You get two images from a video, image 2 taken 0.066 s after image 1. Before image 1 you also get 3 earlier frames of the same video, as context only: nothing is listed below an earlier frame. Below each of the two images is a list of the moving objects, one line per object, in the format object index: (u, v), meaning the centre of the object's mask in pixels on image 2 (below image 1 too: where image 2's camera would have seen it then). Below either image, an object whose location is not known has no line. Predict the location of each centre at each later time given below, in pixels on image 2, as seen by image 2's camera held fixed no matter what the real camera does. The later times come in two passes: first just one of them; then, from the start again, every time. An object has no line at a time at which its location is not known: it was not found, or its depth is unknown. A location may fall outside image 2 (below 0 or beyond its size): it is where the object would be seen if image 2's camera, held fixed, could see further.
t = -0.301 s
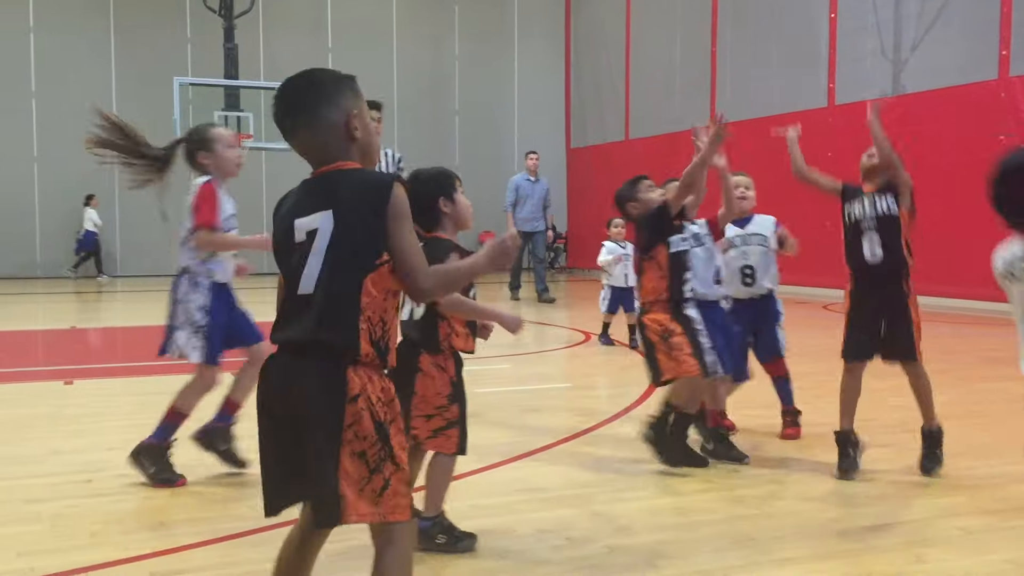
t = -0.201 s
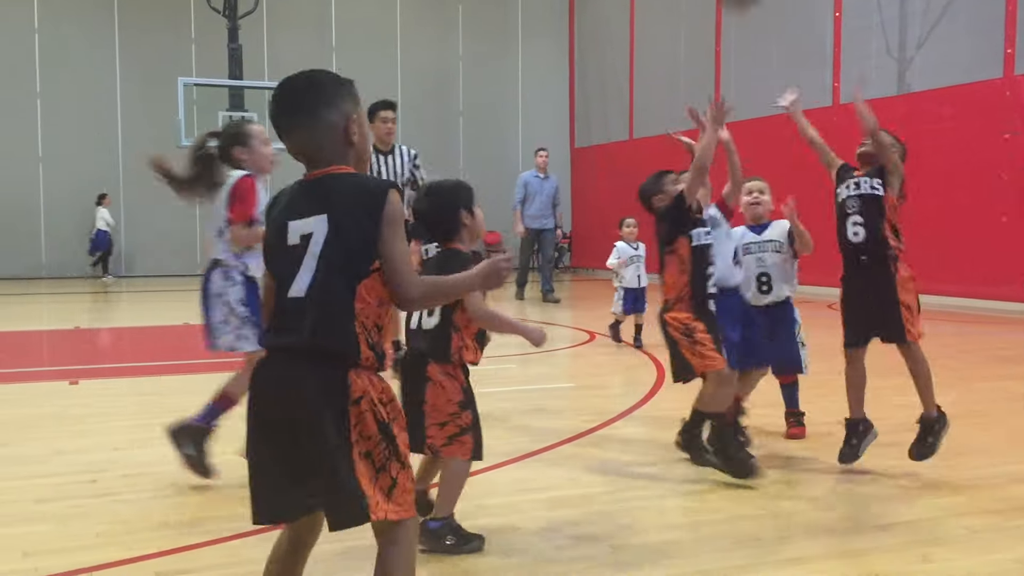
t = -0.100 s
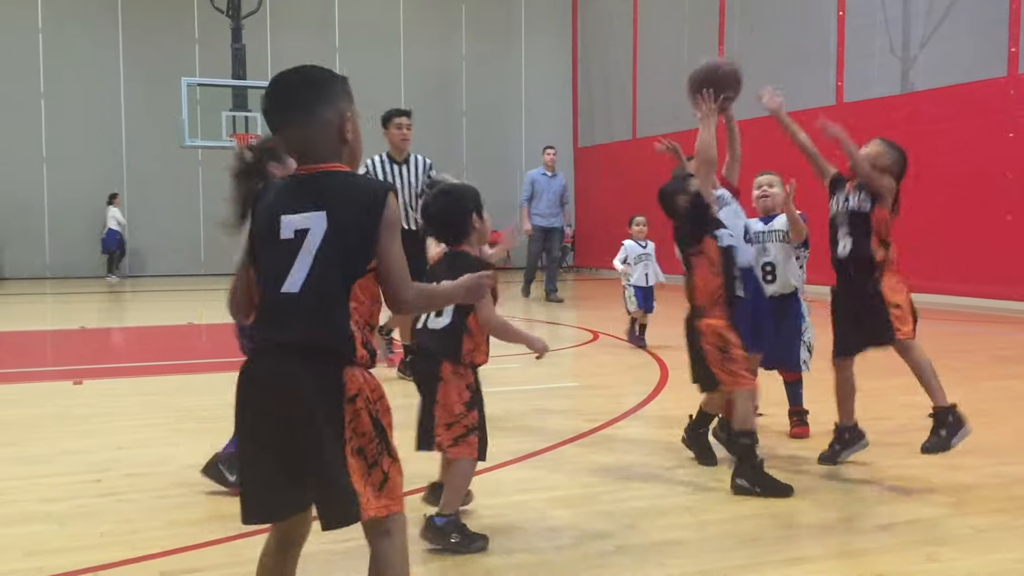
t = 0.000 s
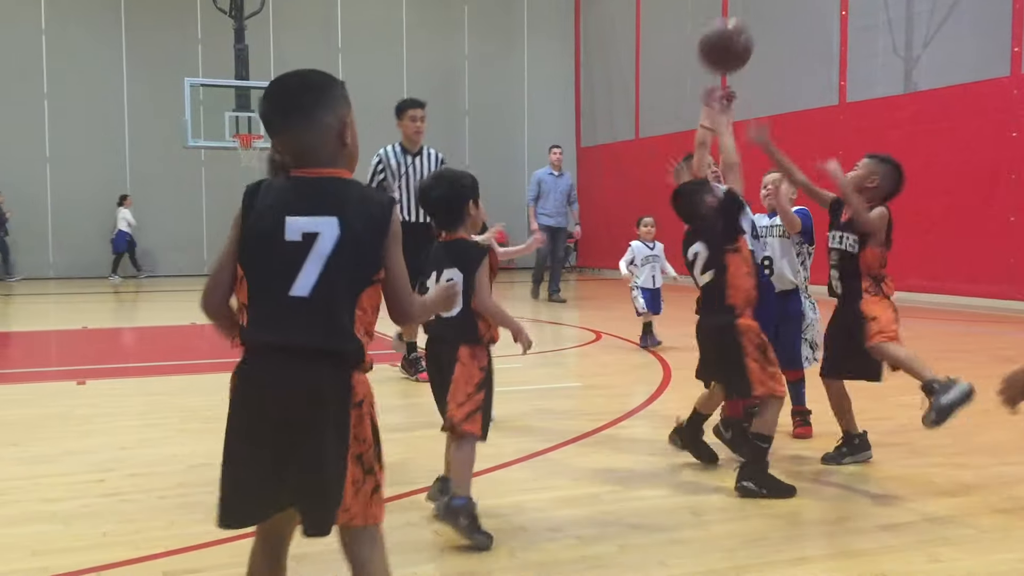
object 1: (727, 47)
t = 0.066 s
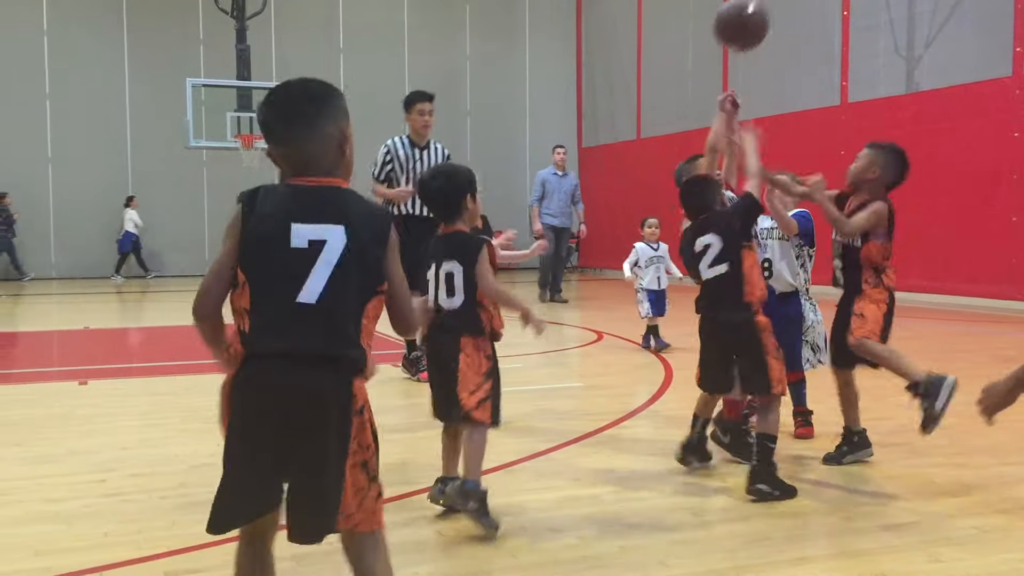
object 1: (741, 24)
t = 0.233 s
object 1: (776, 18)
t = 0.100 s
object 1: (748, 20)
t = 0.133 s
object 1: (755, 17)
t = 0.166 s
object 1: (762, 17)
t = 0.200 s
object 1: (769, 17)
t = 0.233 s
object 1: (776, 18)
